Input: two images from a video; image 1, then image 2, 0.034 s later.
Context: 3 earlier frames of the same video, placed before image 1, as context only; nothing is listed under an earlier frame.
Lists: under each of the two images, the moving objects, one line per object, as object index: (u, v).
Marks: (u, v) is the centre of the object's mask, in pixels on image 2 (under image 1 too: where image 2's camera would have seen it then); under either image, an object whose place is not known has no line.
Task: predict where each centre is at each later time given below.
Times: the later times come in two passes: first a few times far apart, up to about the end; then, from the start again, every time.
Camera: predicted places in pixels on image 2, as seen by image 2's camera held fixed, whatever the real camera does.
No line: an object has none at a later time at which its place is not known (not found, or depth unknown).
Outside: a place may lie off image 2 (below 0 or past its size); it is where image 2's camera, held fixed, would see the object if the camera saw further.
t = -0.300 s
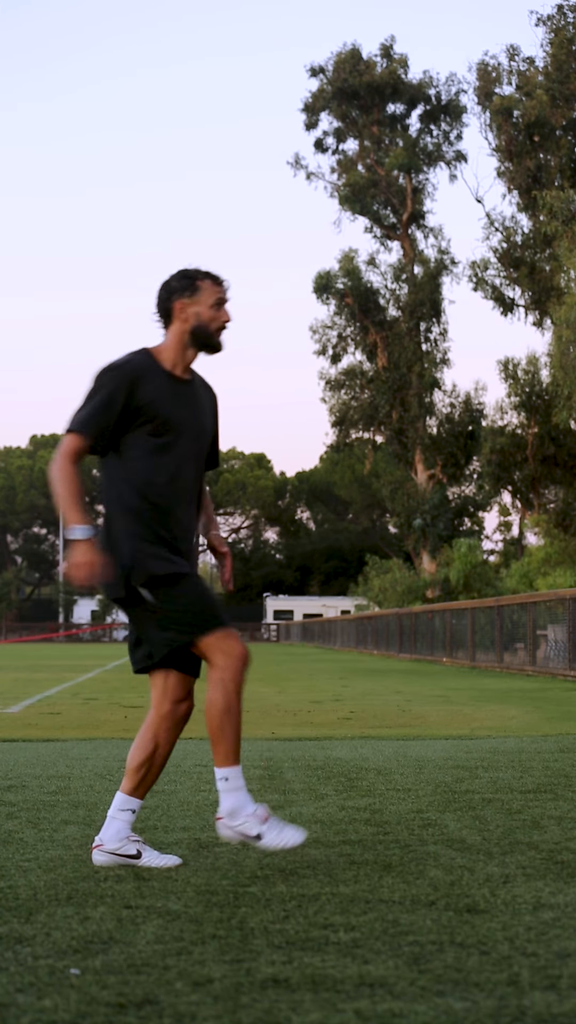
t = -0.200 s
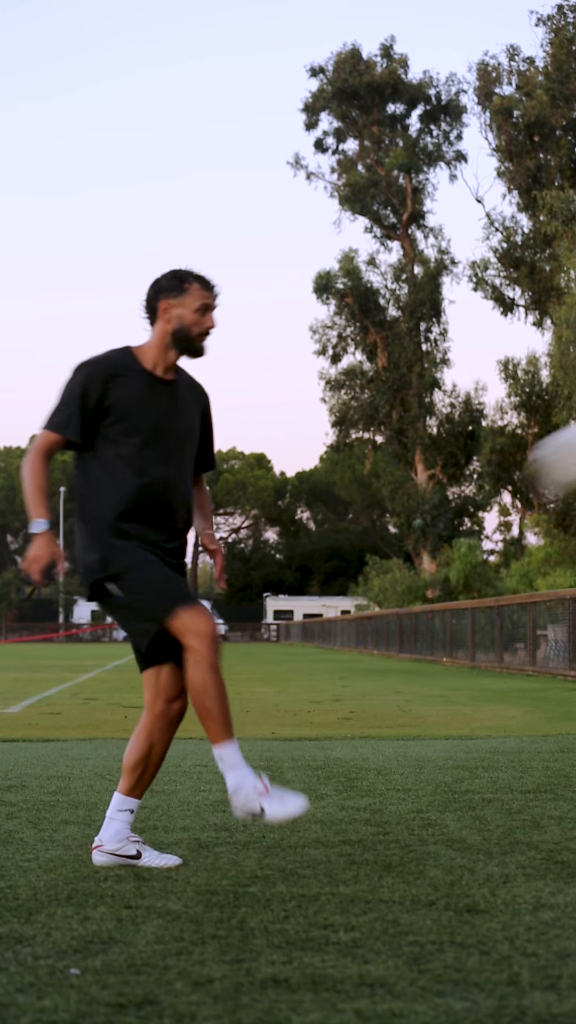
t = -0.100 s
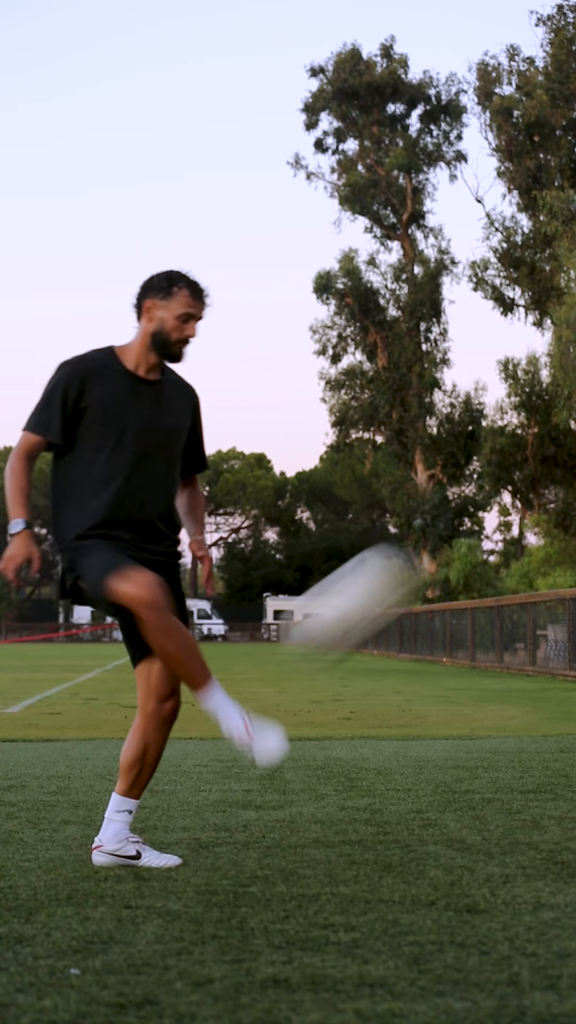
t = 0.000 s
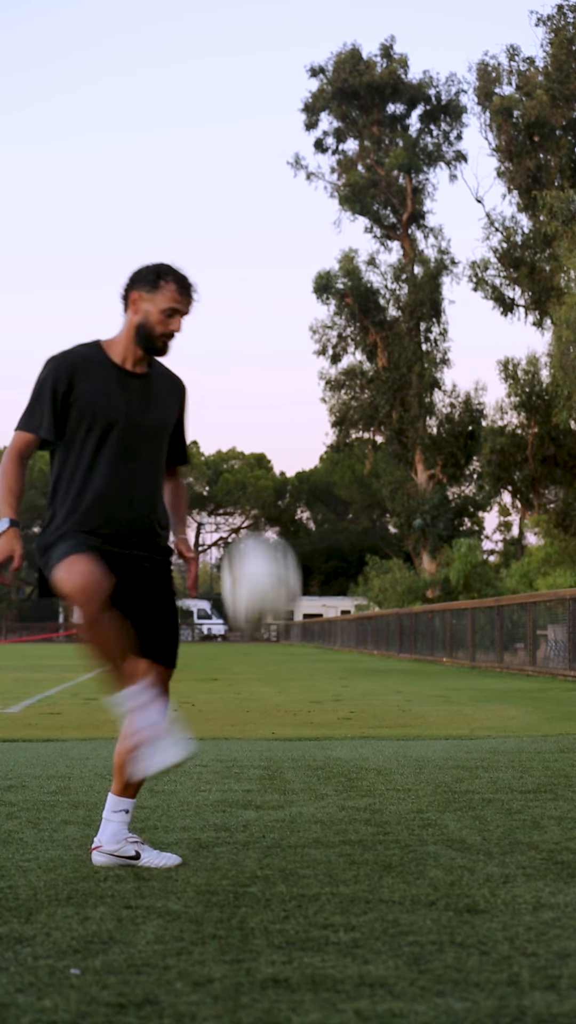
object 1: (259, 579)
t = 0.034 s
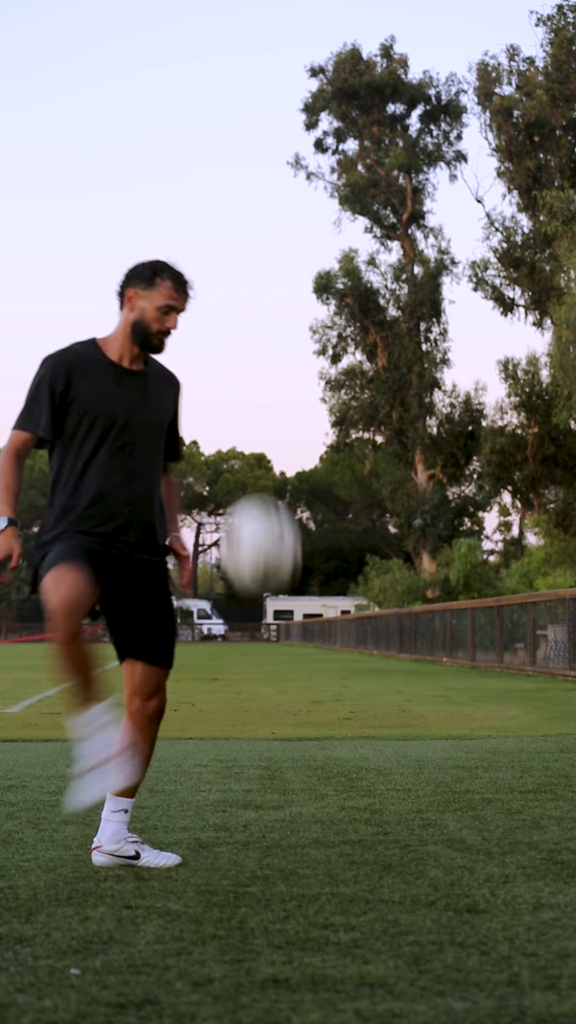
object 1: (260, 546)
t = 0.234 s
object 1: (255, 401)
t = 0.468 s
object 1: (249, 413)
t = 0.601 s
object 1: (246, 507)
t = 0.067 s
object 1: (258, 510)
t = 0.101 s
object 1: (257, 484)
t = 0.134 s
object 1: (255, 457)
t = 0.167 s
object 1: (255, 433)
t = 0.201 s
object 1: (255, 414)
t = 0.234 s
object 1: (255, 401)
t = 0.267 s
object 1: (254, 391)
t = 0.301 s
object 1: (254, 385)
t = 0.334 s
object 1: (253, 383)
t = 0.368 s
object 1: (252, 384)
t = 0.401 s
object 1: (251, 390)
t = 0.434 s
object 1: (251, 399)
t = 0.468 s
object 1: (249, 413)
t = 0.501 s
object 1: (247, 433)
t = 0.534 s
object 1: (246, 457)
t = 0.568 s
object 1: (246, 482)
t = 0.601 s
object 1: (246, 507)
